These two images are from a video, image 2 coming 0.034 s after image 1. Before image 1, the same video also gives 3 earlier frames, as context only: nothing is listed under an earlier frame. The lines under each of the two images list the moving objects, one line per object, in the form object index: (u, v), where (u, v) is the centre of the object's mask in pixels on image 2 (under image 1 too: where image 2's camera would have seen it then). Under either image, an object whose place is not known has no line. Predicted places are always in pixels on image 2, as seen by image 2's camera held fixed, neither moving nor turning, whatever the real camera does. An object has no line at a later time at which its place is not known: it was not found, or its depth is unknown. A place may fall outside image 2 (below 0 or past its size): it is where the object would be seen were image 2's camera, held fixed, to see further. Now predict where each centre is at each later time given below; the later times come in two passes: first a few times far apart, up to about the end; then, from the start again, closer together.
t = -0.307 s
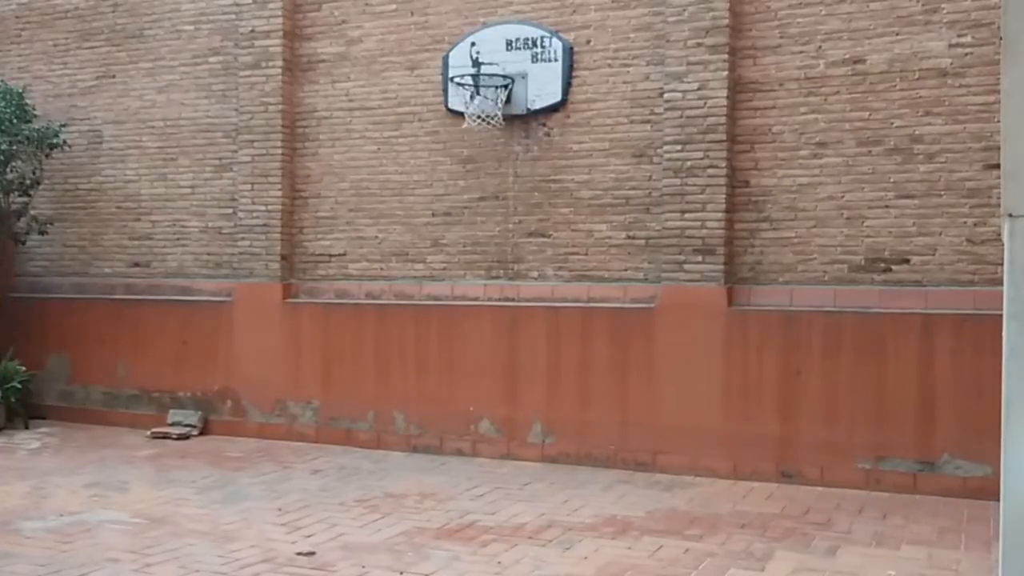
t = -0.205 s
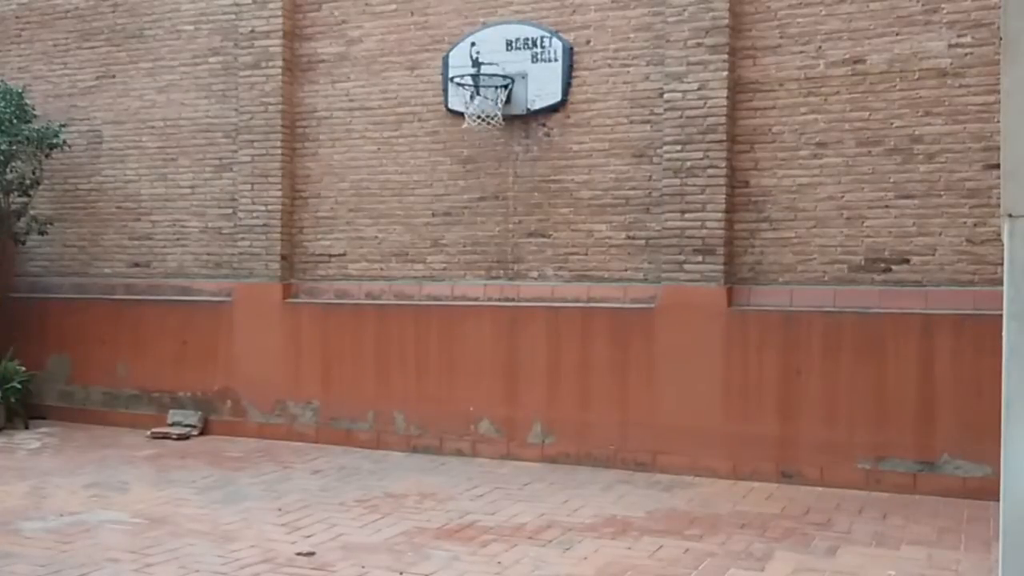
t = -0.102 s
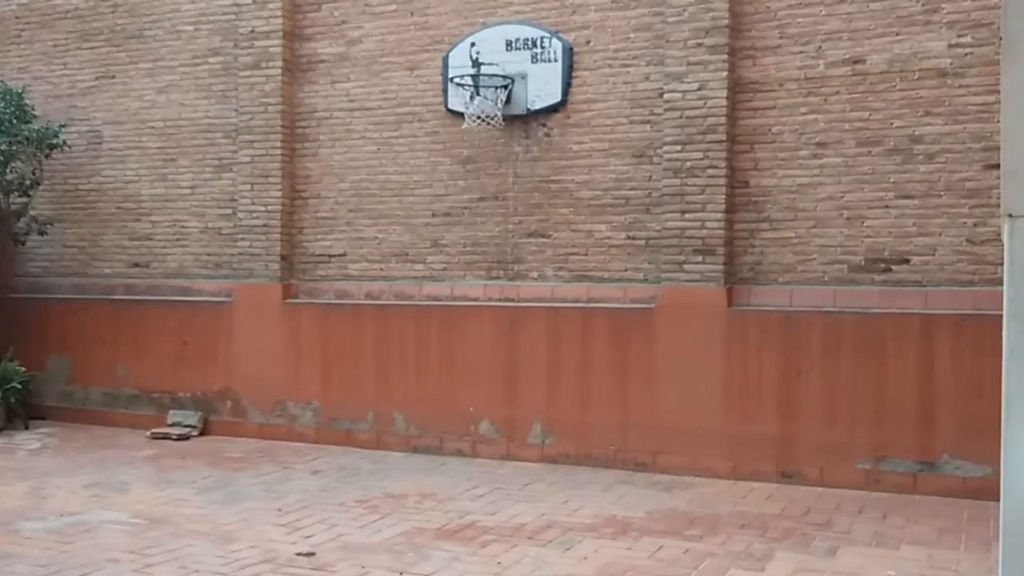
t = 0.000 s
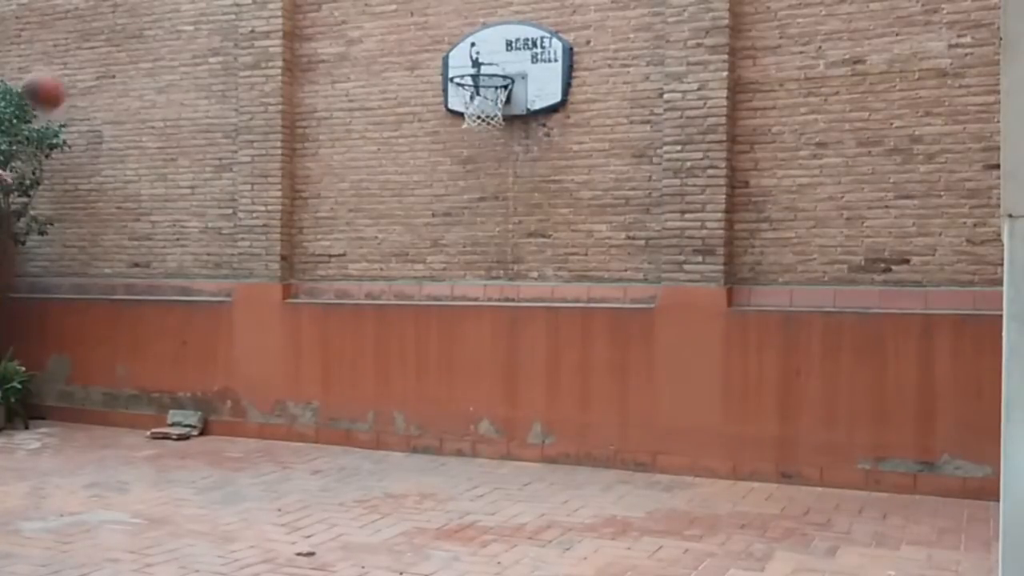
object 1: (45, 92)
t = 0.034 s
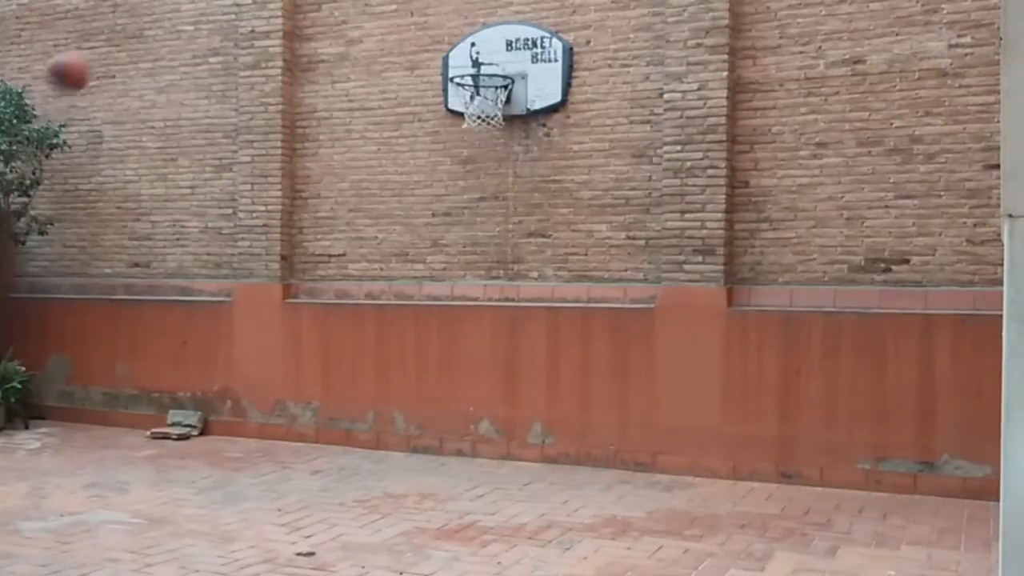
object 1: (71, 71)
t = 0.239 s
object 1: (213, 9)
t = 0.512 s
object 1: (376, 13)
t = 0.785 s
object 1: (485, 52)
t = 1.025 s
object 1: (534, 79)
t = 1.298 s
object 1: (540, 143)
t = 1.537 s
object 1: (546, 299)
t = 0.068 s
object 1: (96, 54)
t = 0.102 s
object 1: (121, 39)
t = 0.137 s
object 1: (144, 27)
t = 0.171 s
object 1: (167, 17)
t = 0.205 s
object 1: (191, 12)
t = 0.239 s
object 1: (213, 9)
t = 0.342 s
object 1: (279, 5)
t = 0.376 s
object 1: (298, 6)
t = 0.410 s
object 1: (318, 6)
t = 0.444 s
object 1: (337, 7)
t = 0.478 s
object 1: (357, 10)
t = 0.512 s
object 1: (376, 13)
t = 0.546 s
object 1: (395, 20)
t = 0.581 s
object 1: (412, 31)
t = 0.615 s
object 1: (429, 42)
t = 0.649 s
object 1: (446, 55)
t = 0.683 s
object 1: (460, 61)
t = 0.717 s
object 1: (469, 55)
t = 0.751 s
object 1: (477, 53)
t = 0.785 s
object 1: (485, 52)
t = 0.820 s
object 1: (493, 53)
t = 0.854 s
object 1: (501, 56)
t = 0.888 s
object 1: (509, 60)
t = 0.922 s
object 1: (518, 64)
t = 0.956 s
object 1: (525, 70)
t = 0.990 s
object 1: (533, 78)
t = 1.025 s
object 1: (534, 79)
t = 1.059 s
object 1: (534, 81)
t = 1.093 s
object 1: (534, 85)
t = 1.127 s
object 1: (537, 90)
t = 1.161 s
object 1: (538, 98)
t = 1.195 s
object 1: (538, 104)
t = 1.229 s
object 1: (539, 117)
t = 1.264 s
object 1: (540, 129)
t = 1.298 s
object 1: (540, 143)
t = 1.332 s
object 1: (542, 161)
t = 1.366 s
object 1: (542, 178)
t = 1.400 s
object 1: (541, 198)
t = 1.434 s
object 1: (542, 220)
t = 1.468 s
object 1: (547, 244)
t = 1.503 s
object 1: (544, 270)
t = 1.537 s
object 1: (546, 299)
